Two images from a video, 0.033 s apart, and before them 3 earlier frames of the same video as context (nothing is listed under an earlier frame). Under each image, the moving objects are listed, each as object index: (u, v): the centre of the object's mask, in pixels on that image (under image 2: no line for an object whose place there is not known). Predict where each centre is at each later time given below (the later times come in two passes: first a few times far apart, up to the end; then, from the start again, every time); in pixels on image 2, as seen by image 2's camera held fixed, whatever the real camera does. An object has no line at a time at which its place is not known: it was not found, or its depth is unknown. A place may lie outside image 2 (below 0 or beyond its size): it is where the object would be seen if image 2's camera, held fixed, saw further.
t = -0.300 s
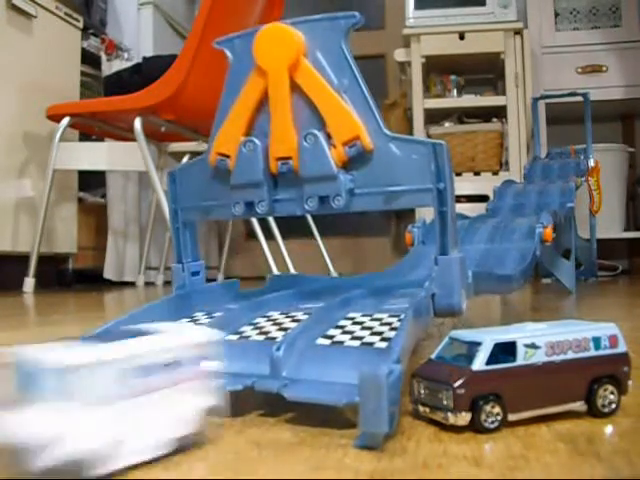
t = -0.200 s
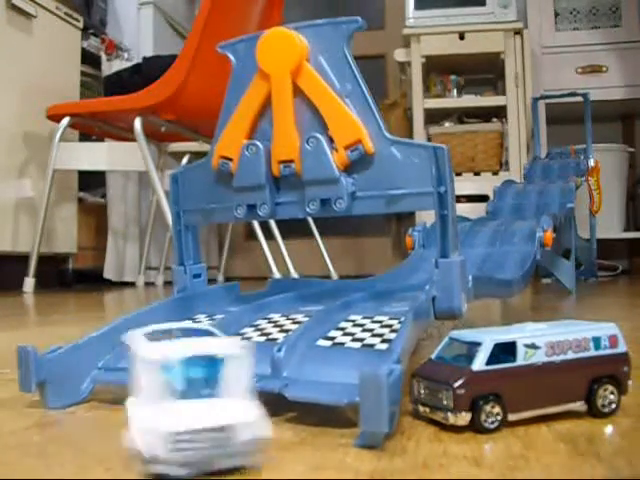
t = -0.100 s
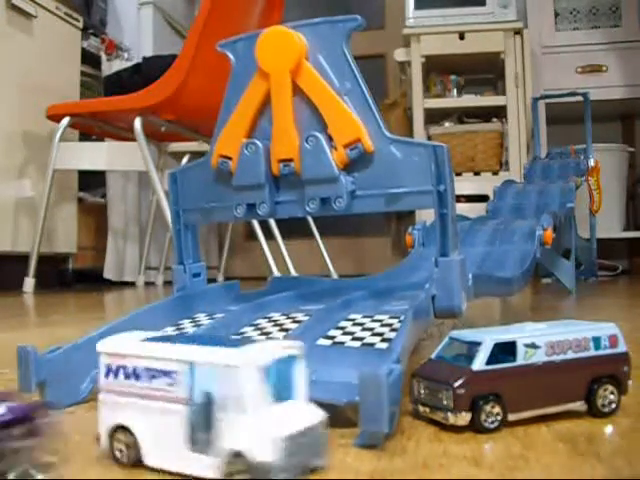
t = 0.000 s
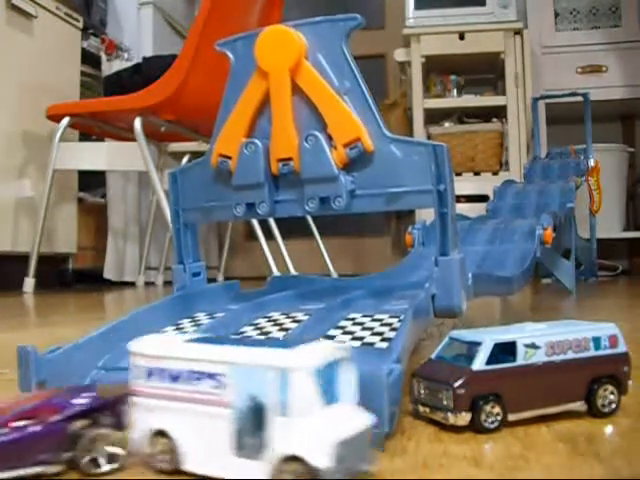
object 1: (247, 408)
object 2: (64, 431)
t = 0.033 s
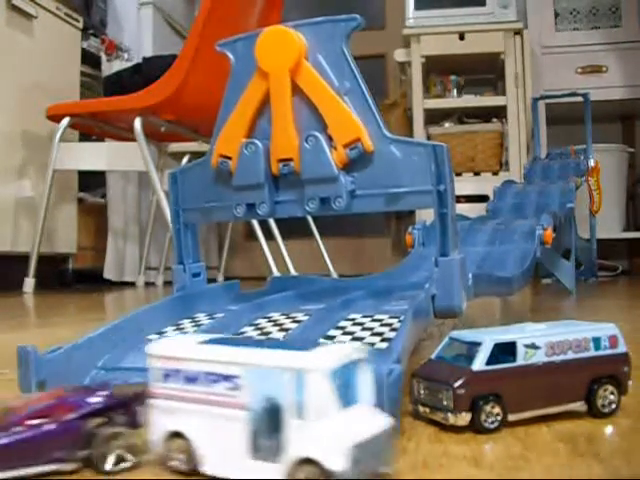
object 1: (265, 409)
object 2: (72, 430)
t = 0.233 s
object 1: (330, 411)
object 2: (107, 428)
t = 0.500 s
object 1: (333, 412)
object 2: (113, 428)
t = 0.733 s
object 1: (333, 412)
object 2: (113, 428)
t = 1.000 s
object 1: (333, 412)
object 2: (113, 428)
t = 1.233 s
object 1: (333, 412)
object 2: (113, 428)
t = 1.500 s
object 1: (333, 412)
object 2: (113, 428)
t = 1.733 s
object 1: (333, 412)
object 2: (113, 428)
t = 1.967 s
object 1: (333, 412)
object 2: (113, 428)
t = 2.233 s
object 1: (333, 412)
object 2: (113, 428)
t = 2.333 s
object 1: (333, 412)
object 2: (113, 428)
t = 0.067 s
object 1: (280, 409)
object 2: (81, 429)
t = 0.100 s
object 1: (292, 410)
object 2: (88, 429)
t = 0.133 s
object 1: (304, 410)
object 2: (93, 428)
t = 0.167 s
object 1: (315, 411)
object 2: (97, 428)
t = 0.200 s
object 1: (324, 411)
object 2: (102, 428)
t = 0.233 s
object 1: (330, 411)
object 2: (107, 428)
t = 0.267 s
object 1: (333, 411)
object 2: (110, 428)
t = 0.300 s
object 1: (333, 412)
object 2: (111, 428)
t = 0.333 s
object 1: (333, 412)
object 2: (112, 428)
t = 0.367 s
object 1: (333, 412)
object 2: (112, 428)
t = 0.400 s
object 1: (333, 412)
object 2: (112, 428)
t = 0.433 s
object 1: (333, 412)
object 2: (112, 428)
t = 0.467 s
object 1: (333, 412)
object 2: (113, 428)
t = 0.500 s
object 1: (333, 412)
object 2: (113, 428)
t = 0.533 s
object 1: (333, 412)
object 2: (113, 428)
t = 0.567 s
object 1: (333, 412)
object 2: (113, 428)
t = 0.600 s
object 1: (333, 412)
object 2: (113, 428)
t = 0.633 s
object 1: (333, 412)
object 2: (113, 428)
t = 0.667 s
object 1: (333, 412)
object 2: (113, 428)
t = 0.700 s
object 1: (333, 412)
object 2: (113, 428)
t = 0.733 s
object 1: (333, 412)
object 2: (113, 428)
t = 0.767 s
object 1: (333, 412)
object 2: (113, 428)
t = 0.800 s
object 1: (333, 412)
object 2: (113, 428)
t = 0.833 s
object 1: (333, 412)
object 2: (113, 428)
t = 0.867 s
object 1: (333, 412)
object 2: (113, 428)
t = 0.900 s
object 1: (333, 412)
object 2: (113, 428)
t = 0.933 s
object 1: (333, 412)
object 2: (113, 428)
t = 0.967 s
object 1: (333, 412)
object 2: (113, 428)
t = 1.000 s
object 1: (333, 412)
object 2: (113, 428)
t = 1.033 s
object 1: (333, 412)
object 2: (113, 428)
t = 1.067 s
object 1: (333, 412)
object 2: (113, 428)
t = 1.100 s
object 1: (333, 412)
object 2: (113, 428)
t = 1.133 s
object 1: (333, 412)
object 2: (113, 428)
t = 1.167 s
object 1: (333, 412)
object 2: (113, 428)
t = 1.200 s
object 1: (333, 412)
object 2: (113, 428)
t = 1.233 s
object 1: (333, 412)
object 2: (113, 428)
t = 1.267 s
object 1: (333, 412)
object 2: (113, 428)
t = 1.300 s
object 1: (333, 412)
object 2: (113, 428)
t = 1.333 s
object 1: (333, 412)
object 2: (113, 428)
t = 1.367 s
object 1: (333, 412)
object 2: (113, 428)
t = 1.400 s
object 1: (333, 412)
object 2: (113, 428)
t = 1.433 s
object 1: (333, 412)
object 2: (113, 428)
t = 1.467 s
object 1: (333, 412)
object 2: (113, 428)
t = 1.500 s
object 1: (333, 412)
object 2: (113, 428)
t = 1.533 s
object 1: (333, 412)
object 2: (113, 428)
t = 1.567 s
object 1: (333, 412)
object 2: (113, 428)
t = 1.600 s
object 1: (333, 412)
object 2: (113, 428)
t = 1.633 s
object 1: (333, 412)
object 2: (113, 428)
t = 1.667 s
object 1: (333, 412)
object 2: (113, 428)
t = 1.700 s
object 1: (333, 412)
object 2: (113, 428)
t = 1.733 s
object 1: (333, 412)
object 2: (113, 428)
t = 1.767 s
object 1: (333, 412)
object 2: (113, 428)
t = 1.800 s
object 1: (333, 412)
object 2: (113, 428)
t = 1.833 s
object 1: (333, 412)
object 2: (113, 428)
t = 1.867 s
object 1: (333, 412)
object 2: (113, 428)
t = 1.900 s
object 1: (333, 412)
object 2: (113, 428)
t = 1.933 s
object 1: (333, 412)
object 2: (113, 428)
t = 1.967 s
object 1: (333, 412)
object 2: (113, 428)
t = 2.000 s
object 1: (333, 412)
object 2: (113, 428)
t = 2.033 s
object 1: (333, 412)
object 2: (113, 428)
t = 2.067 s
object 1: (333, 412)
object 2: (113, 428)
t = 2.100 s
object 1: (333, 412)
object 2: (113, 428)
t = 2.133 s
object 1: (333, 412)
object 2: (113, 428)
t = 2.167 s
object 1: (333, 412)
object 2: (113, 428)
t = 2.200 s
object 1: (333, 412)
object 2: (113, 428)
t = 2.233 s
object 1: (333, 412)
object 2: (113, 428)
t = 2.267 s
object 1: (333, 412)
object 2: (113, 428)
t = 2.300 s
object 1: (333, 412)
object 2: (113, 428)
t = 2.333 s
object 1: (333, 412)
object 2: (113, 428)
